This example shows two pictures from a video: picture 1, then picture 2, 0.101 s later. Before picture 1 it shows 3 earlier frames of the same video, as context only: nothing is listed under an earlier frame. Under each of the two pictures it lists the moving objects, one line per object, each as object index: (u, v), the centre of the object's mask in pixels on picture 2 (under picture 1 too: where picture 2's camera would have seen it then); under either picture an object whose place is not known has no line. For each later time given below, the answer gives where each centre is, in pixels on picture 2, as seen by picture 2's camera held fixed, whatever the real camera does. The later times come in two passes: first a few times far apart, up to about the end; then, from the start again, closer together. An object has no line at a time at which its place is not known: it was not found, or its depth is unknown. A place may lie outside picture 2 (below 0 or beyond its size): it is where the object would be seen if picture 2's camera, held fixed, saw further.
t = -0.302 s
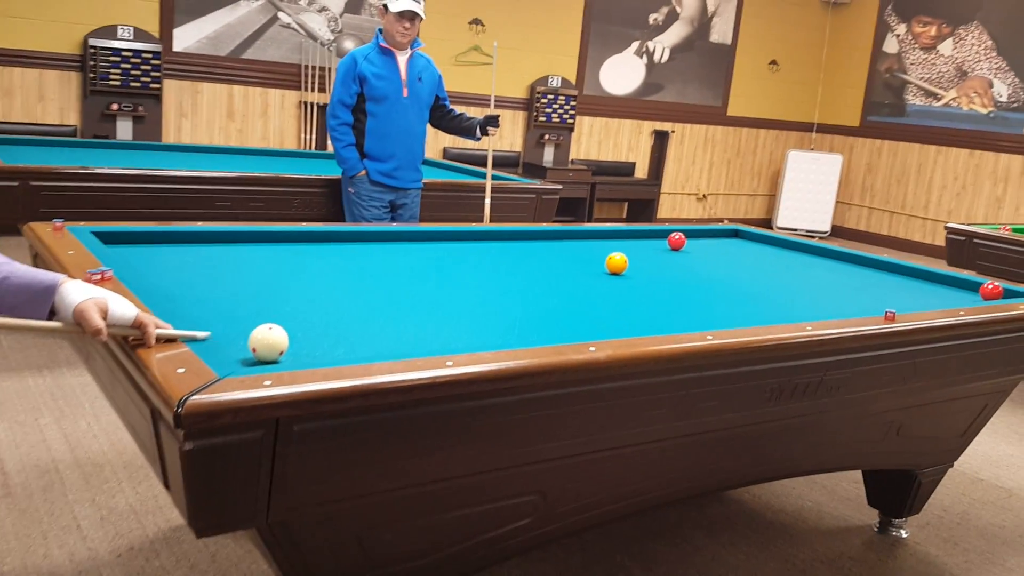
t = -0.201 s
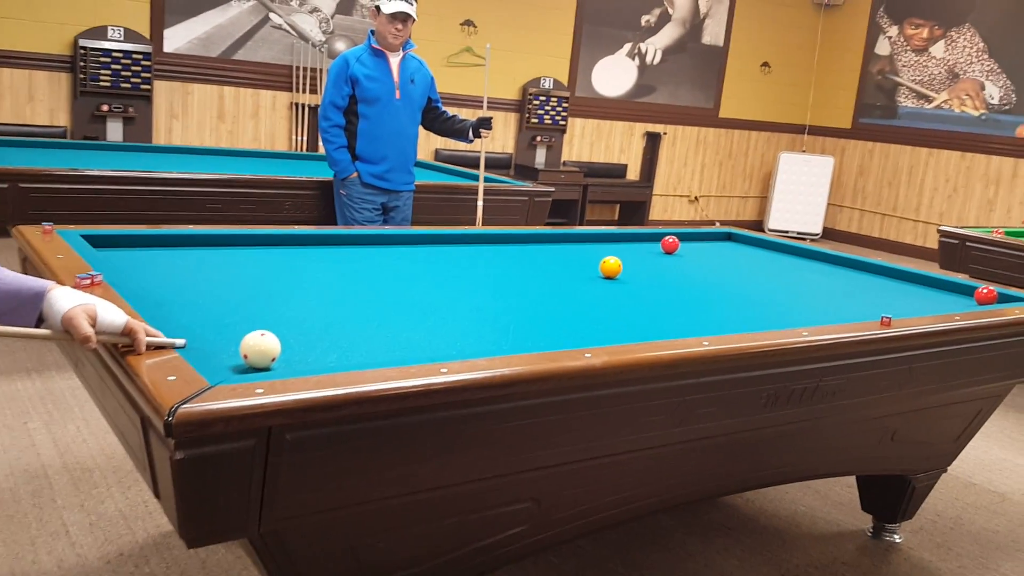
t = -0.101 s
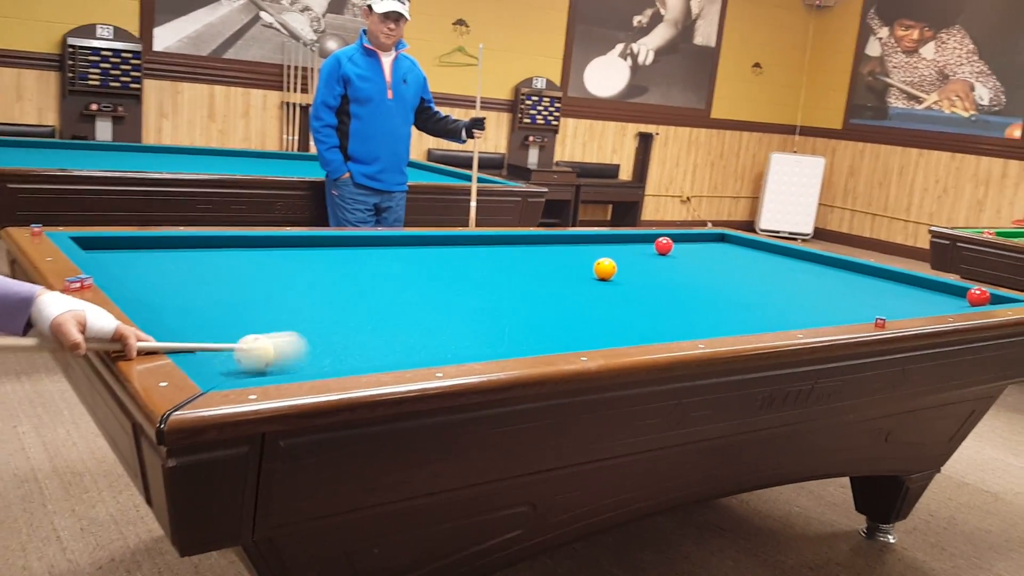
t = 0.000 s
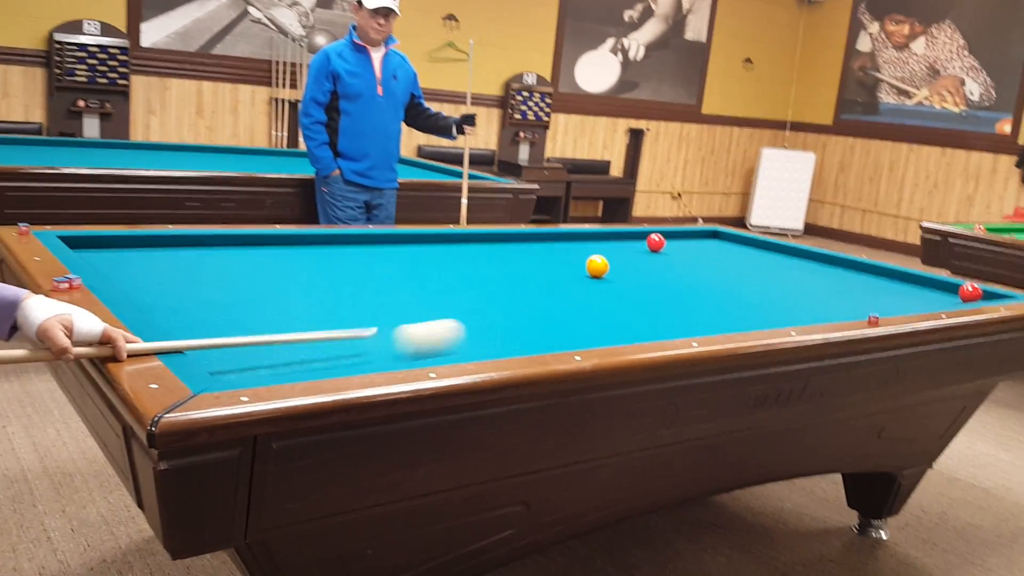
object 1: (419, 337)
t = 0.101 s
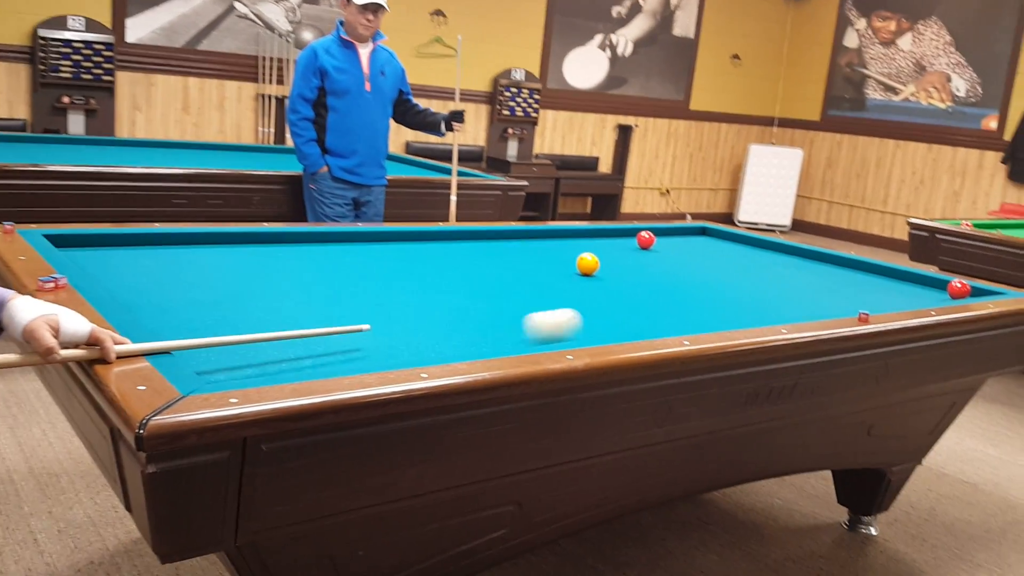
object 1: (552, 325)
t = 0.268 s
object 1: (710, 310)
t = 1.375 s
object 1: (708, 244)
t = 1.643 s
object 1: (635, 230)
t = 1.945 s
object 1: (625, 239)
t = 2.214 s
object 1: (619, 247)
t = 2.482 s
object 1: (613, 256)
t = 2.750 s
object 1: (611, 266)
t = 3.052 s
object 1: (636, 279)
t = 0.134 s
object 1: (589, 321)
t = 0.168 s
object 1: (623, 318)
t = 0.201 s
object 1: (654, 315)
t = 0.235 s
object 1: (683, 312)
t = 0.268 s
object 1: (710, 310)
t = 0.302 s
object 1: (737, 307)
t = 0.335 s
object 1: (762, 305)
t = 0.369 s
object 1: (786, 303)
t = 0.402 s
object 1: (809, 301)
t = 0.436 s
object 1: (831, 299)
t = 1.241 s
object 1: (746, 250)
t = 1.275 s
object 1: (736, 248)
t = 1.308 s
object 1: (726, 247)
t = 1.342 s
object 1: (717, 245)
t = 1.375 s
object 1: (708, 244)
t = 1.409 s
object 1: (699, 242)
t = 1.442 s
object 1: (689, 241)
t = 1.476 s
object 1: (680, 239)
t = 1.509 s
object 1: (672, 238)
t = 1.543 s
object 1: (663, 236)
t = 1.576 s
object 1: (656, 233)
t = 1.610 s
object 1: (644, 230)
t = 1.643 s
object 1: (635, 230)
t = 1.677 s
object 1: (629, 231)
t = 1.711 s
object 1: (629, 232)
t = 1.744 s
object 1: (628, 233)
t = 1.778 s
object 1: (628, 234)
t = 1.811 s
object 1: (628, 234)
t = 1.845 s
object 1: (627, 236)
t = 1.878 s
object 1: (626, 237)
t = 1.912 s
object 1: (626, 238)
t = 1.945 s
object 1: (625, 239)
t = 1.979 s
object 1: (624, 240)
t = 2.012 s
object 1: (624, 240)
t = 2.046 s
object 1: (623, 242)
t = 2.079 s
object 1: (622, 243)
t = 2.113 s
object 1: (622, 243)
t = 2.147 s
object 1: (621, 245)
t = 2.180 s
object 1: (620, 246)
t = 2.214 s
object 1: (619, 247)
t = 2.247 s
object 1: (619, 248)
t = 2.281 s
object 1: (618, 249)
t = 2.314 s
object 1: (617, 250)
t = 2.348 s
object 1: (616, 251)
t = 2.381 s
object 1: (615, 252)
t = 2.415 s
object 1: (615, 253)
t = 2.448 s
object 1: (614, 255)
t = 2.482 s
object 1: (613, 256)
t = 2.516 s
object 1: (612, 257)
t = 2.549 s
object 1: (612, 258)
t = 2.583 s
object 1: (611, 259)
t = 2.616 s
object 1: (609, 261)
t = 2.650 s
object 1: (609, 262)
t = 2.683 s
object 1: (608, 263)
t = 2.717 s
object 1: (608, 265)
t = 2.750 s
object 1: (611, 266)
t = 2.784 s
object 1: (613, 267)
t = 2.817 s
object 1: (616, 269)
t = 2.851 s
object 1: (619, 270)
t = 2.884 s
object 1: (622, 272)
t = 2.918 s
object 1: (624, 273)
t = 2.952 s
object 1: (627, 274)
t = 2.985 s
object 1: (630, 276)
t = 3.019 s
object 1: (632, 277)
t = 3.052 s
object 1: (636, 279)
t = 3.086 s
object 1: (638, 280)
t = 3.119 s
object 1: (641, 282)
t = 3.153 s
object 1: (644, 284)
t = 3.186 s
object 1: (647, 285)
